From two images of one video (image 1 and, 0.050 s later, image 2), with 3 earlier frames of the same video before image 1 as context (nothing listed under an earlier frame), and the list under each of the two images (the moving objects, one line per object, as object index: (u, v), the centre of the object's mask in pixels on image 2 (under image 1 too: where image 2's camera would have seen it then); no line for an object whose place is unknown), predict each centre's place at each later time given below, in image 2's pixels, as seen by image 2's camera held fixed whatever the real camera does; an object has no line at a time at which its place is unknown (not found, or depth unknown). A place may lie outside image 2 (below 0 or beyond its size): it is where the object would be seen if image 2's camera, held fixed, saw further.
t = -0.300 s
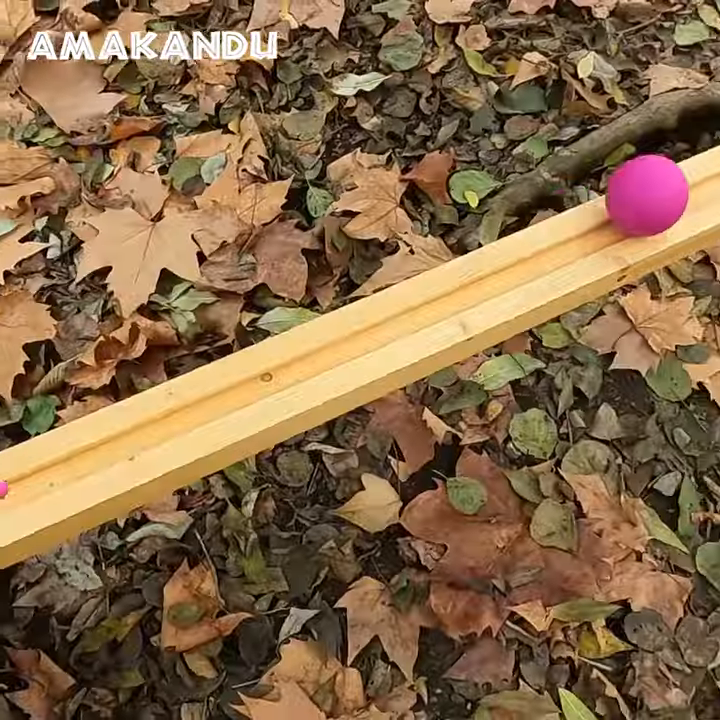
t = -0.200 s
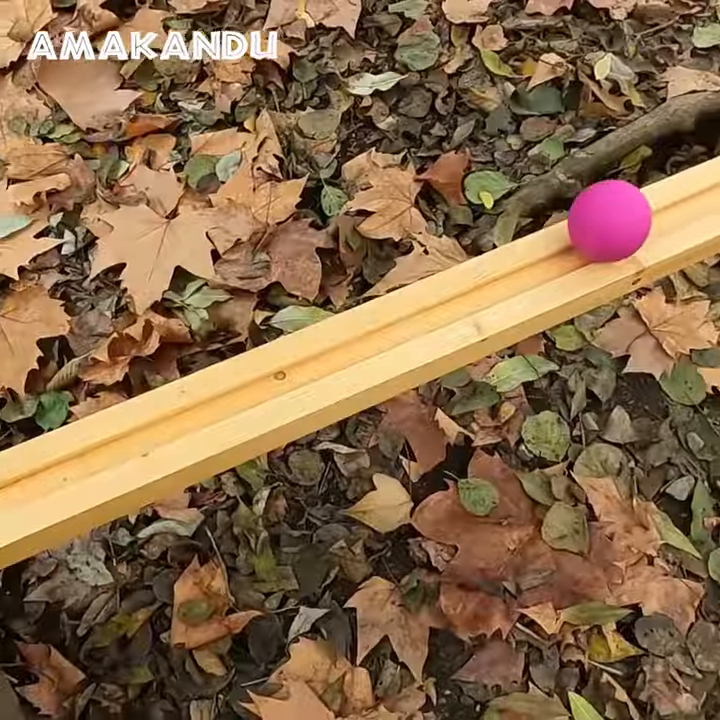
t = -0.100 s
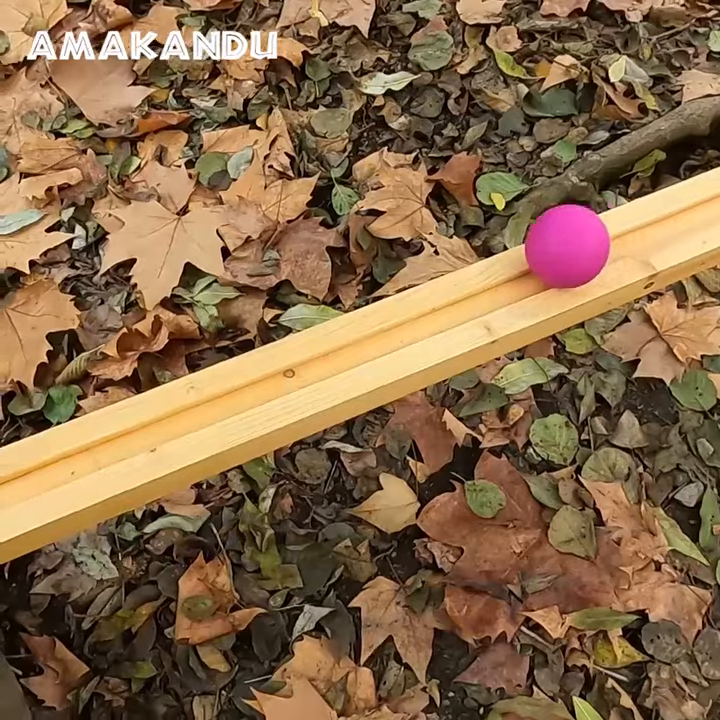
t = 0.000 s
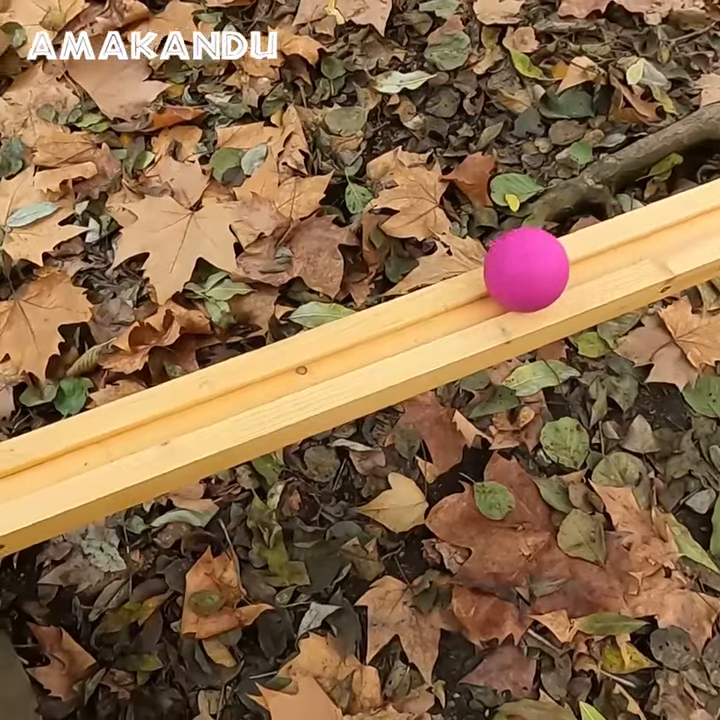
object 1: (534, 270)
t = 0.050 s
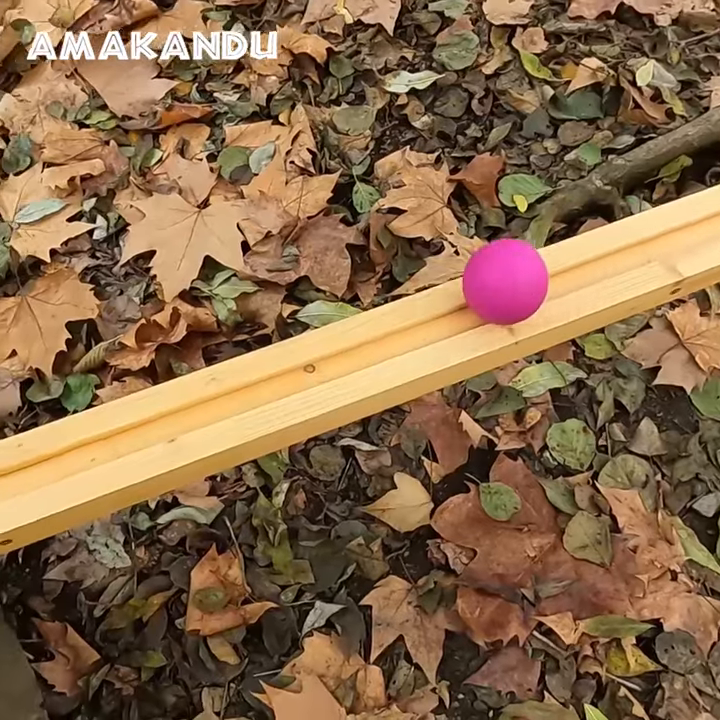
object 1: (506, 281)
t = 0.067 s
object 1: (496, 285)
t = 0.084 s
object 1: (486, 288)
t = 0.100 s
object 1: (476, 292)
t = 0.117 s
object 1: (466, 296)
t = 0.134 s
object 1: (456, 299)
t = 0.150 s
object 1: (447, 303)
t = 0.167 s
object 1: (437, 306)
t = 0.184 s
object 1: (427, 310)
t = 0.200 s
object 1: (417, 313)
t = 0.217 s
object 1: (407, 317)
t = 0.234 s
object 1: (398, 320)
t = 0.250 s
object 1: (388, 324)
